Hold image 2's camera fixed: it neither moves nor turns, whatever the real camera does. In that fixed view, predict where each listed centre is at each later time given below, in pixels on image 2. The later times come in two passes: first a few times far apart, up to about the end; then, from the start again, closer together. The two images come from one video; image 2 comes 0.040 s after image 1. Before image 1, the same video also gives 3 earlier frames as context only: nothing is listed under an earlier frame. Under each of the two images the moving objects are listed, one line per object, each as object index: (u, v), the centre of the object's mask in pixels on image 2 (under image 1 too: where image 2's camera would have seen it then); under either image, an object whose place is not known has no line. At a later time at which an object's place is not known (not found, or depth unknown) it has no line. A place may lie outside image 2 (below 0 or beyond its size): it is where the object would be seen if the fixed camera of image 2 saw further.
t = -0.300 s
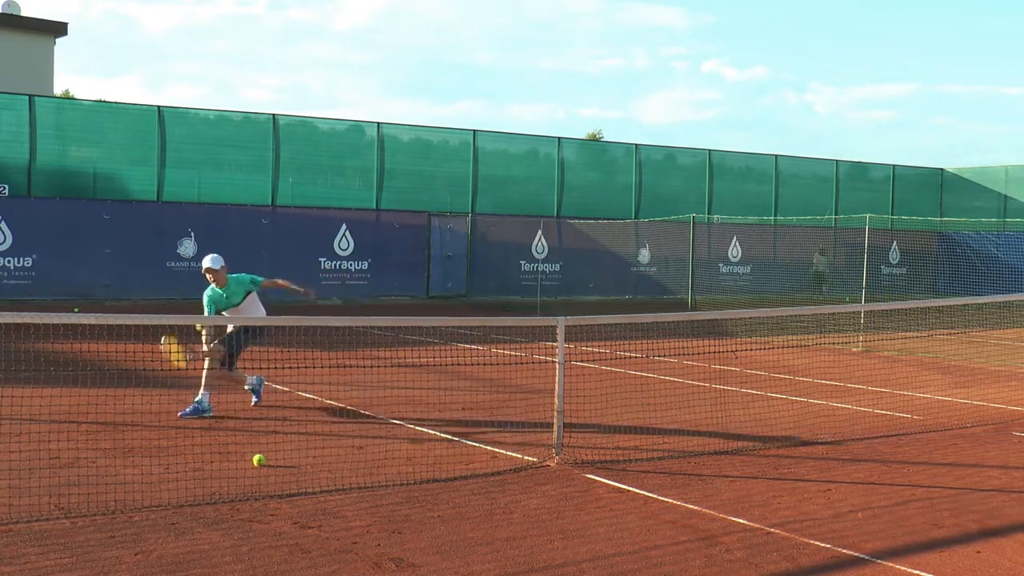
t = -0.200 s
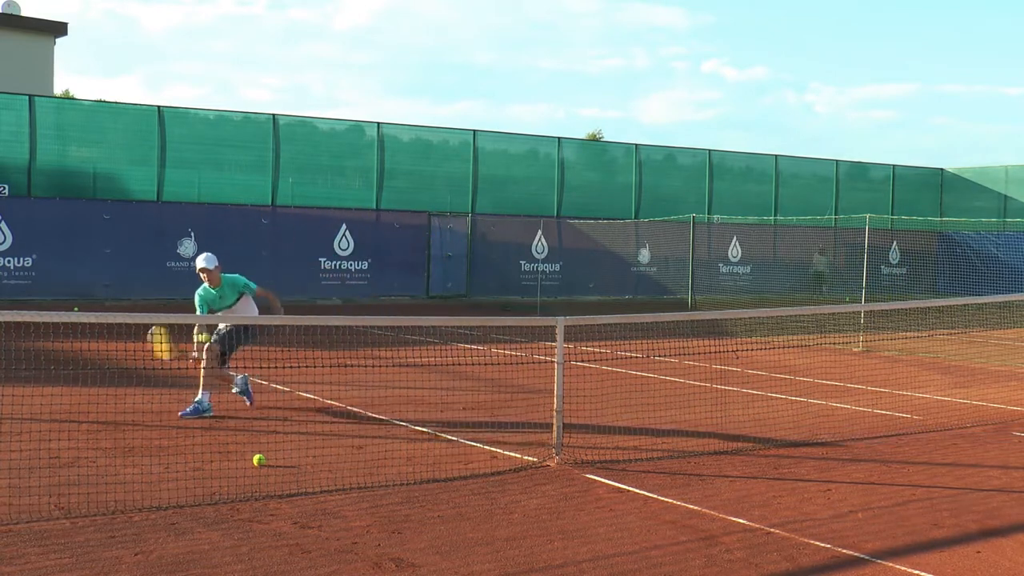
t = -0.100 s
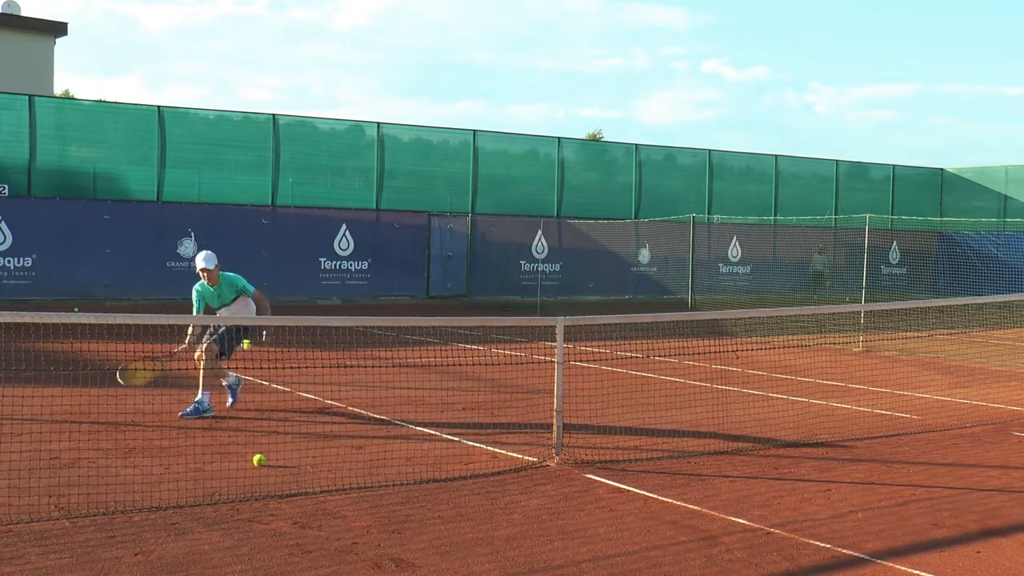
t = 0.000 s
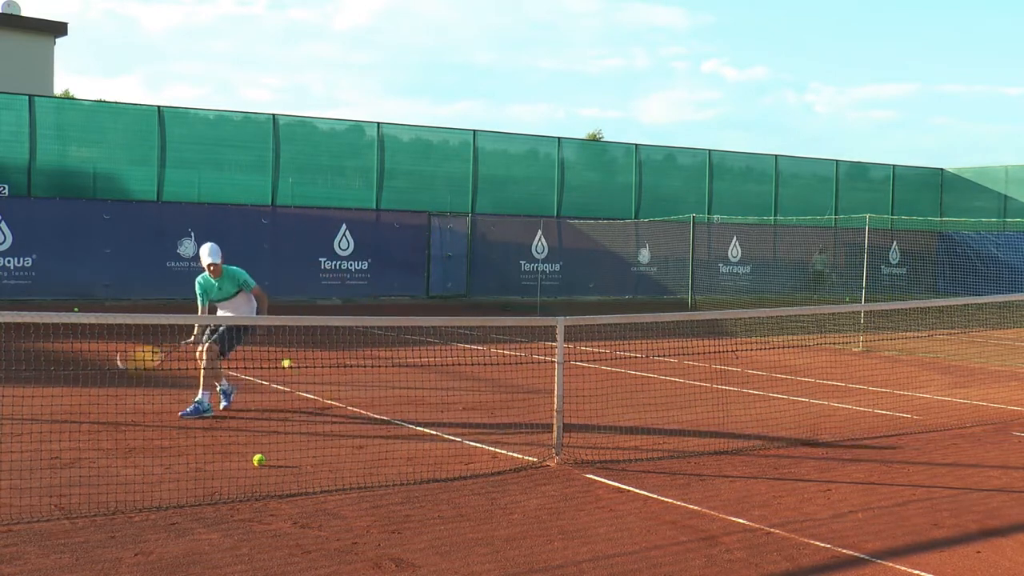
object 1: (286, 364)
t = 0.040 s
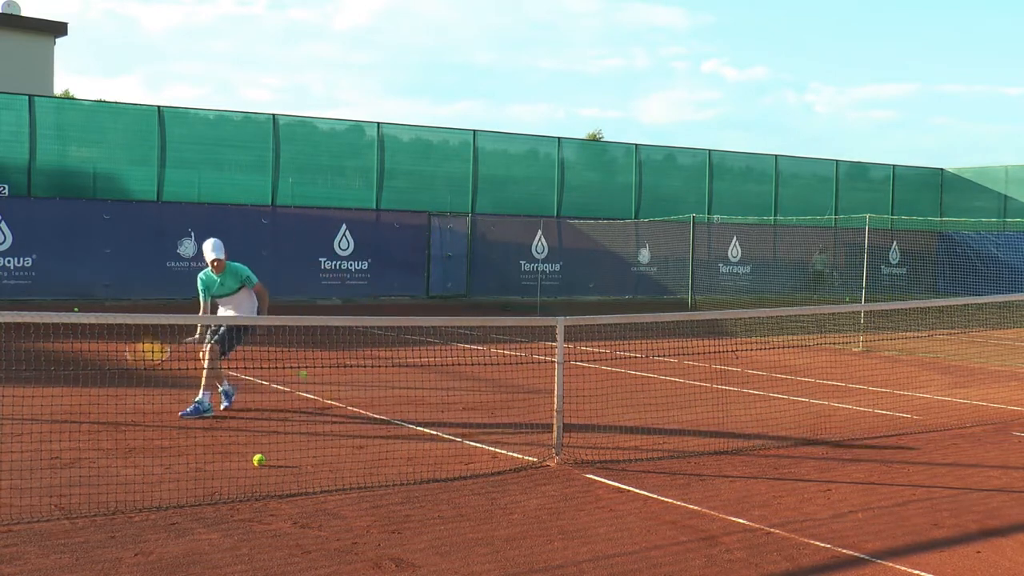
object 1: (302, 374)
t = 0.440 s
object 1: (426, 352)
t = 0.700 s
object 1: (494, 385)
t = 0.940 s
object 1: (548, 365)
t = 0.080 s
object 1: (319, 387)
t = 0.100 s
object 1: (327, 394)
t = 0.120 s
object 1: (336, 404)
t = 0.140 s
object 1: (340, 409)
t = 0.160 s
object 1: (346, 404)
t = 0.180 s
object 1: (352, 397)
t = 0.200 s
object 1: (358, 391)
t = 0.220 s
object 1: (363, 385)
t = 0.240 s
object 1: (370, 379)
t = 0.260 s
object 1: (376, 374)
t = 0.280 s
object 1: (381, 370)
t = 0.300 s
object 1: (387, 365)
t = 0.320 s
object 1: (394, 362)
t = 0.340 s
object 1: (399, 360)
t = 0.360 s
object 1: (404, 357)
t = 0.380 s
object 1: (410, 354)
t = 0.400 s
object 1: (415, 354)
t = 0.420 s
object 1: (421, 352)
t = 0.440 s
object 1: (426, 352)
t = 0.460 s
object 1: (431, 352)
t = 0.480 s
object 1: (437, 352)
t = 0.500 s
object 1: (442, 353)
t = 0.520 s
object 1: (447, 354)
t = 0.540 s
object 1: (453, 355)
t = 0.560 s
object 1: (458, 358)
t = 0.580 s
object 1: (464, 361)
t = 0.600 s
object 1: (468, 362)
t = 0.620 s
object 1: (474, 367)
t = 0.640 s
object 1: (479, 370)
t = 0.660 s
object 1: (483, 374)
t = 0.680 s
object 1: (489, 379)
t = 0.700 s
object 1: (494, 385)
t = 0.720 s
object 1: (499, 390)
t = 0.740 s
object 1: (503, 396)
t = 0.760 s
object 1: (507, 393)
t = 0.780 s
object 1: (512, 388)
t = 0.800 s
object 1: (517, 384)
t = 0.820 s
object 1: (522, 380)
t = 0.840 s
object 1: (526, 376)
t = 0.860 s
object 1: (531, 373)
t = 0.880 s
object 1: (534, 370)
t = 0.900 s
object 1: (539, 367)
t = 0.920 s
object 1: (543, 366)
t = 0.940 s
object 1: (548, 365)
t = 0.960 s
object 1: (551, 364)
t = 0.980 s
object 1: (554, 364)
